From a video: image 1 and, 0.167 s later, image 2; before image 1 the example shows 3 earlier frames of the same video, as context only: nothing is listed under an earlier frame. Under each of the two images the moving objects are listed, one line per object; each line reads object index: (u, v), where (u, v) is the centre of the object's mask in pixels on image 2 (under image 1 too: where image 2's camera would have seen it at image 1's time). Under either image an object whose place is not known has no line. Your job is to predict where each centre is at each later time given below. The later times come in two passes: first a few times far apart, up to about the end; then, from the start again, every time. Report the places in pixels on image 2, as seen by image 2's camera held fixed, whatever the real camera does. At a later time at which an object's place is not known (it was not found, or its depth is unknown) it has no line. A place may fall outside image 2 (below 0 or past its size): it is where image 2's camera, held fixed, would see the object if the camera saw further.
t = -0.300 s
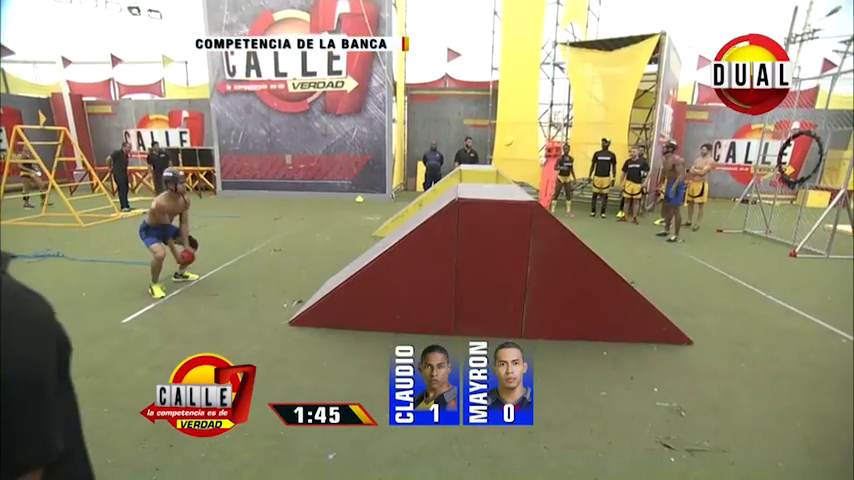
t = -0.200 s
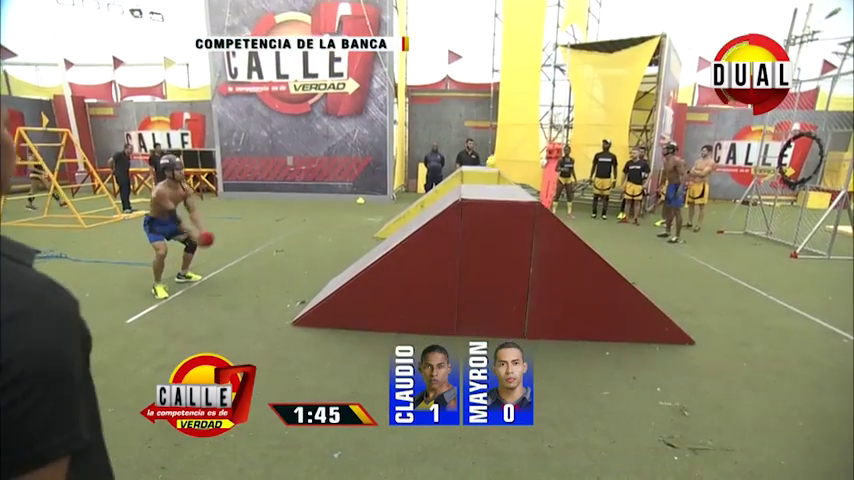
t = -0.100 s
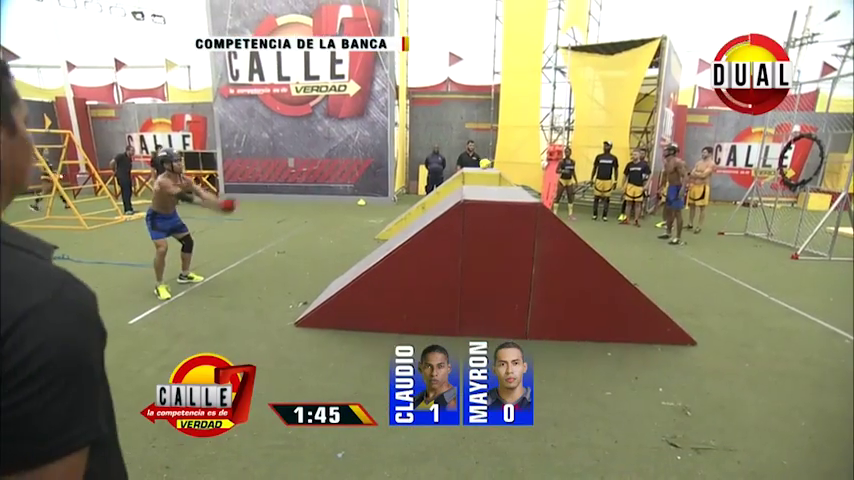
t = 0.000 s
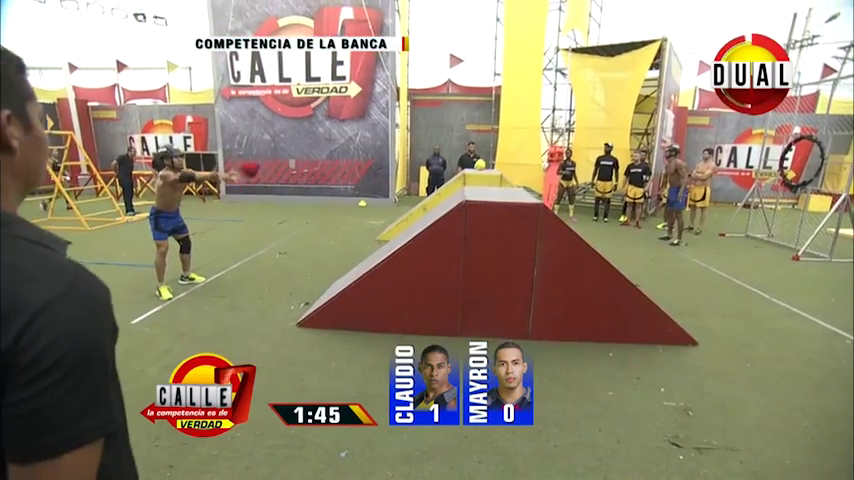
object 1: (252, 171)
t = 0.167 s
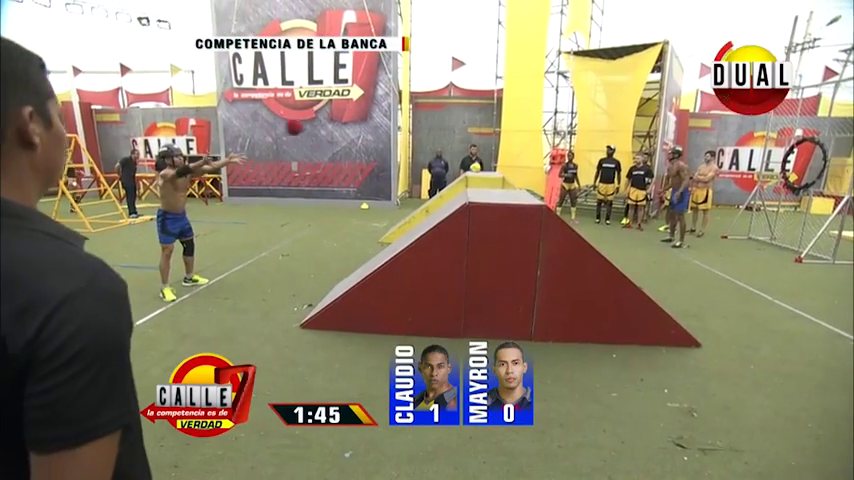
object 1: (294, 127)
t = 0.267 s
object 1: (320, 112)
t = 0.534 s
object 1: (395, 122)
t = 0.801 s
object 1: (460, 190)
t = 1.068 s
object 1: (442, 202)
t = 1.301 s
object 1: (415, 218)
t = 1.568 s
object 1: (373, 250)
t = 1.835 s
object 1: (325, 289)
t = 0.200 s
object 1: (303, 120)
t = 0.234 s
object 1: (311, 116)
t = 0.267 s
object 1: (320, 112)
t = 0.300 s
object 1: (330, 110)
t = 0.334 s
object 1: (339, 109)
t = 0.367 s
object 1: (348, 108)
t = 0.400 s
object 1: (357, 109)
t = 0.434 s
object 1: (367, 110)
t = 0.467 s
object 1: (376, 112)
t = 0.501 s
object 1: (385, 116)
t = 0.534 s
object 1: (395, 122)
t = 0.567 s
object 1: (405, 127)
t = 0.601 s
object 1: (415, 135)
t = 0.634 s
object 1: (424, 144)
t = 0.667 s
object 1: (434, 153)
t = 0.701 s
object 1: (444, 165)
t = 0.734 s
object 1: (452, 176)
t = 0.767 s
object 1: (460, 191)
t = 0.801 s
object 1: (460, 190)
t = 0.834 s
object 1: (457, 187)
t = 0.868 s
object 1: (455, 186)
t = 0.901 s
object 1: (453, 186)
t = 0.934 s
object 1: (451, 187)
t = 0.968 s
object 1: (449, 189)
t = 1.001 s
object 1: (447, 193)
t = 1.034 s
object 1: (444, 197)
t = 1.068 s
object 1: (442, 202)
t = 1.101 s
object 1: (439, 204)
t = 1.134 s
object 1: (435, 206)
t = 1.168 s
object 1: (432, 207)
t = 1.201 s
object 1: (428, 210)
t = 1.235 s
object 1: (424, 213)
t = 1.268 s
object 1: (420, 216)
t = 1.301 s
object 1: (415, 218)
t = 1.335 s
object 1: (411, 221)
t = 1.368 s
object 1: (406, 224)
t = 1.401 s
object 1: (401, 228)
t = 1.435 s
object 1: (395, 233)
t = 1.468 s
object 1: (390, 238)
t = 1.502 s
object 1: (384, 244)
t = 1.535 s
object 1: (378, 247)
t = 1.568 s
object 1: (373, 250)
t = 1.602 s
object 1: (367, 253)
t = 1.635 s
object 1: (361, 256)
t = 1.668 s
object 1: (355, 259)
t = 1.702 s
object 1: (348, 265)
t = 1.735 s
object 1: (343, 271)
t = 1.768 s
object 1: (338, 279)
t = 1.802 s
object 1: (331, 284)
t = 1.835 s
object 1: (325, 289)
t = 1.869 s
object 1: (318, 293)
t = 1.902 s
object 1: (311, 297)
